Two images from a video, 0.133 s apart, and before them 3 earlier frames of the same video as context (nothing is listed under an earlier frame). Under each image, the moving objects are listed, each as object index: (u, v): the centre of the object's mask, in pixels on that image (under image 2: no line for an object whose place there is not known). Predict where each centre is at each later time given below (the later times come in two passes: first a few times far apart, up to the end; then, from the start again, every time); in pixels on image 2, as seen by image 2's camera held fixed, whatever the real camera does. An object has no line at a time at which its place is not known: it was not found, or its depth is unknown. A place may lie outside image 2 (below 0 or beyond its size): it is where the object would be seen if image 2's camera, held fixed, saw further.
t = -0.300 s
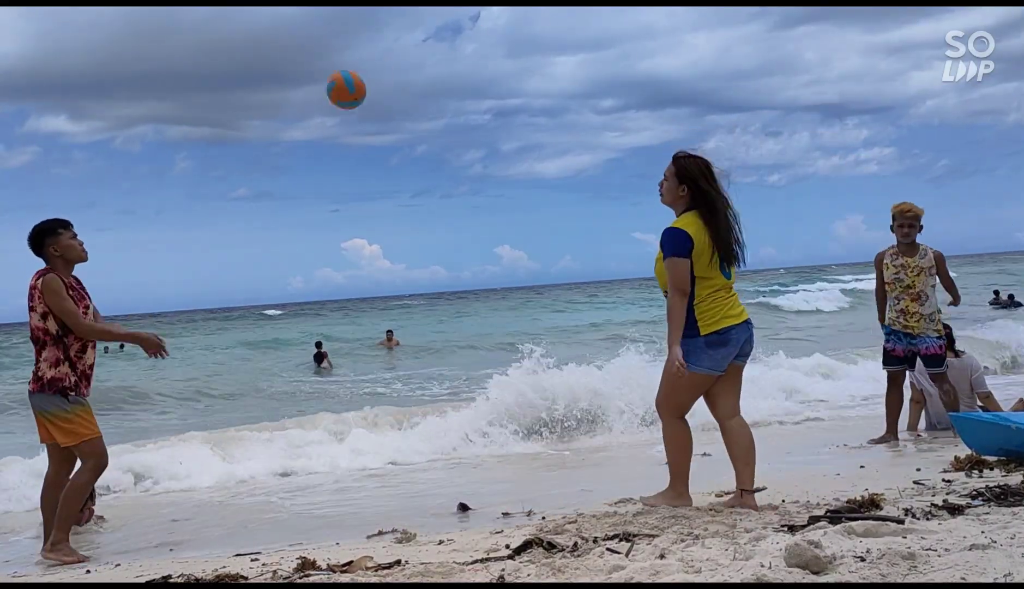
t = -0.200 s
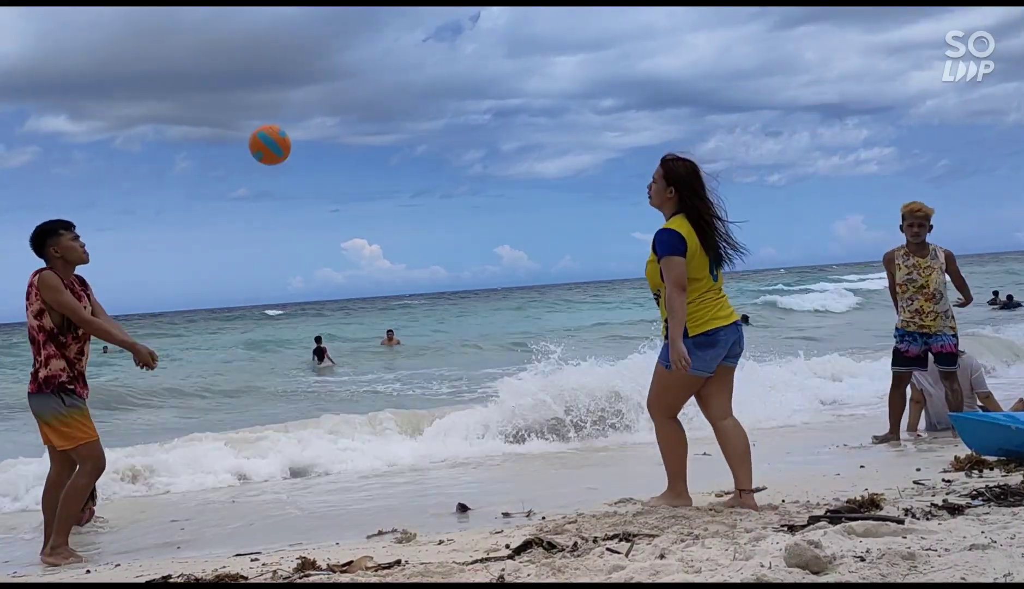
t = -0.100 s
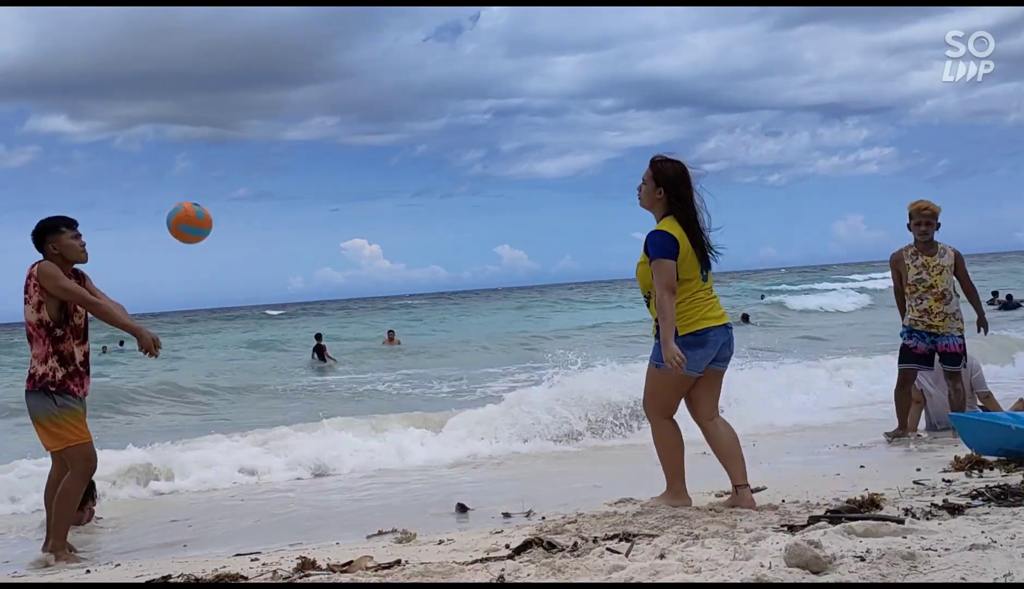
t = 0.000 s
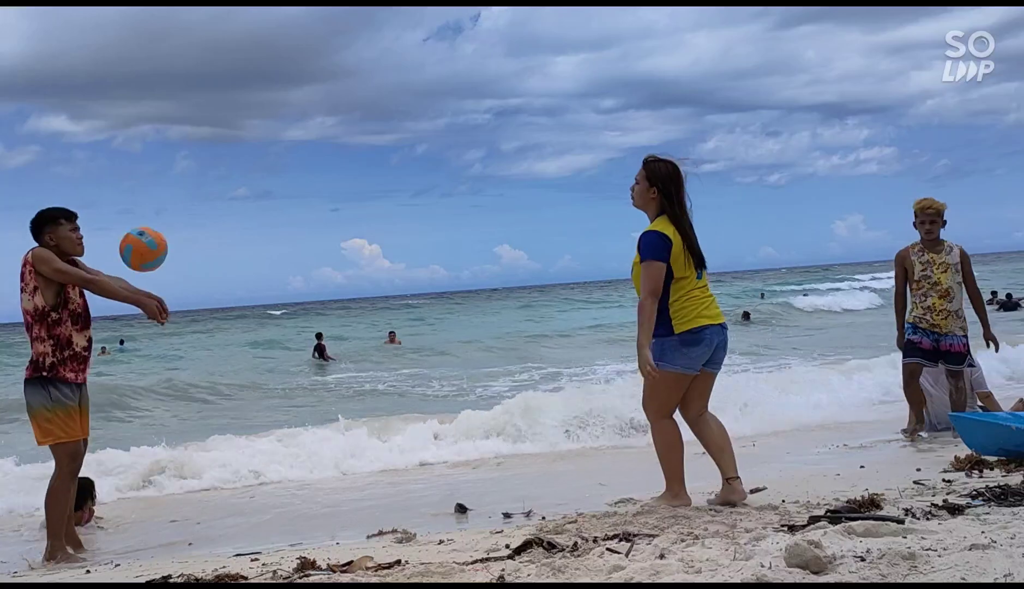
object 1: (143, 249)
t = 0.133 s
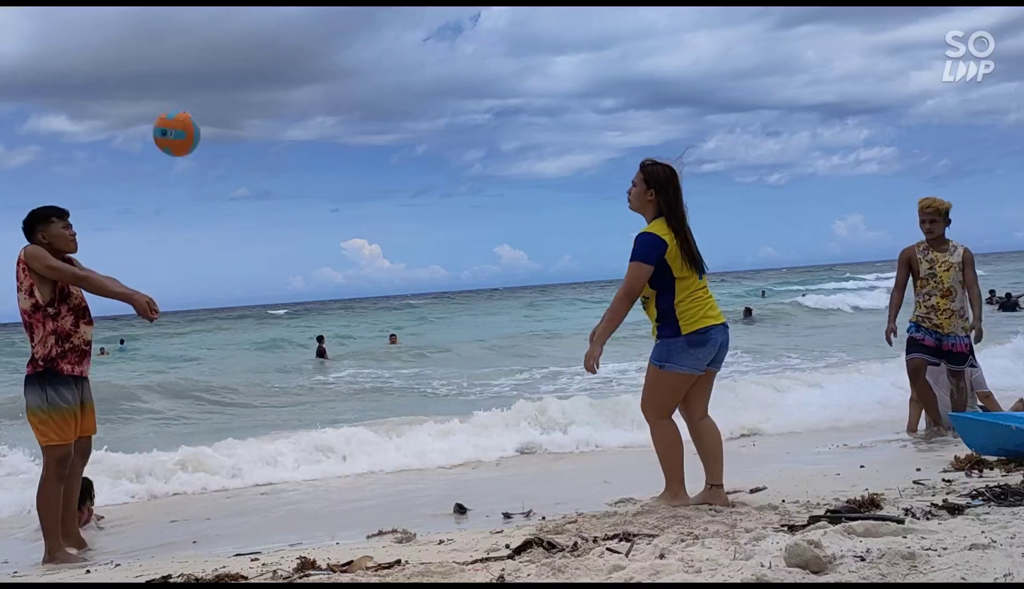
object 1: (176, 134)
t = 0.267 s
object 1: (216, 53)
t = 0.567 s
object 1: (323, 22)
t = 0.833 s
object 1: (446, 152)
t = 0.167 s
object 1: (186, 110)
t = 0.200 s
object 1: (196, 89)
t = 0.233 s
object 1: (206, 70)
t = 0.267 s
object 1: (216, 53)
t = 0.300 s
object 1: (226, 40)
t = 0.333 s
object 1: (237, 28)
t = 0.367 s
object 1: (249, 23)
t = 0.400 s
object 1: (261, 20)
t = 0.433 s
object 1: (273, 18)
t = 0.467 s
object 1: (285, 17)
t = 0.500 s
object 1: (297, 17)
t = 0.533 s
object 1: (310, 19)
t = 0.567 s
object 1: (323, 22)
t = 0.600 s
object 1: (337, 27)
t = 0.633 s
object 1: (351, 36)
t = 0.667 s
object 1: (366, 49)
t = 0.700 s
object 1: (381, 65)
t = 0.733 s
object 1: (397, 83)
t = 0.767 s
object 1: (413, 103)
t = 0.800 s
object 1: (429, 127)
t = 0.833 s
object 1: (446, 152)
